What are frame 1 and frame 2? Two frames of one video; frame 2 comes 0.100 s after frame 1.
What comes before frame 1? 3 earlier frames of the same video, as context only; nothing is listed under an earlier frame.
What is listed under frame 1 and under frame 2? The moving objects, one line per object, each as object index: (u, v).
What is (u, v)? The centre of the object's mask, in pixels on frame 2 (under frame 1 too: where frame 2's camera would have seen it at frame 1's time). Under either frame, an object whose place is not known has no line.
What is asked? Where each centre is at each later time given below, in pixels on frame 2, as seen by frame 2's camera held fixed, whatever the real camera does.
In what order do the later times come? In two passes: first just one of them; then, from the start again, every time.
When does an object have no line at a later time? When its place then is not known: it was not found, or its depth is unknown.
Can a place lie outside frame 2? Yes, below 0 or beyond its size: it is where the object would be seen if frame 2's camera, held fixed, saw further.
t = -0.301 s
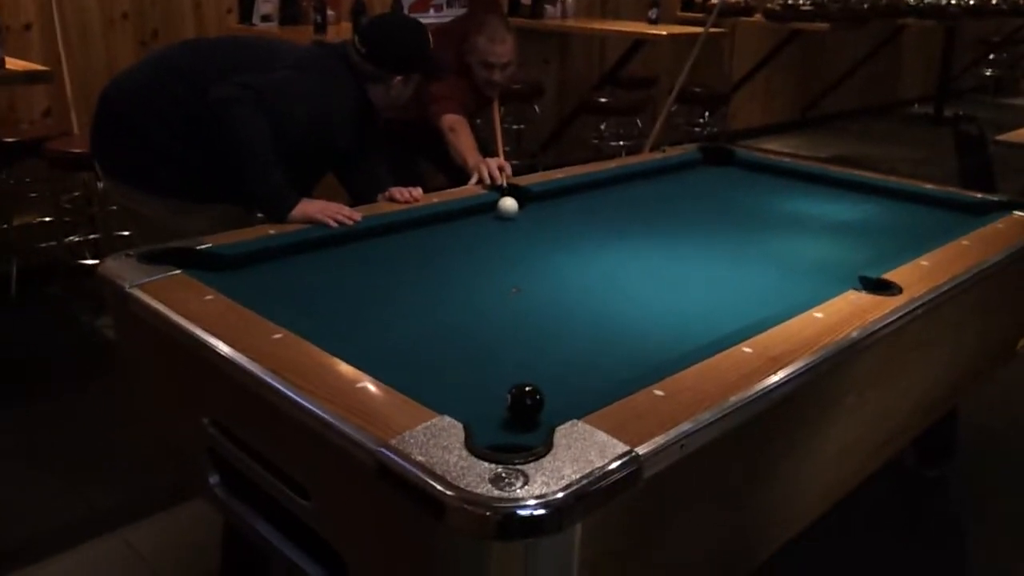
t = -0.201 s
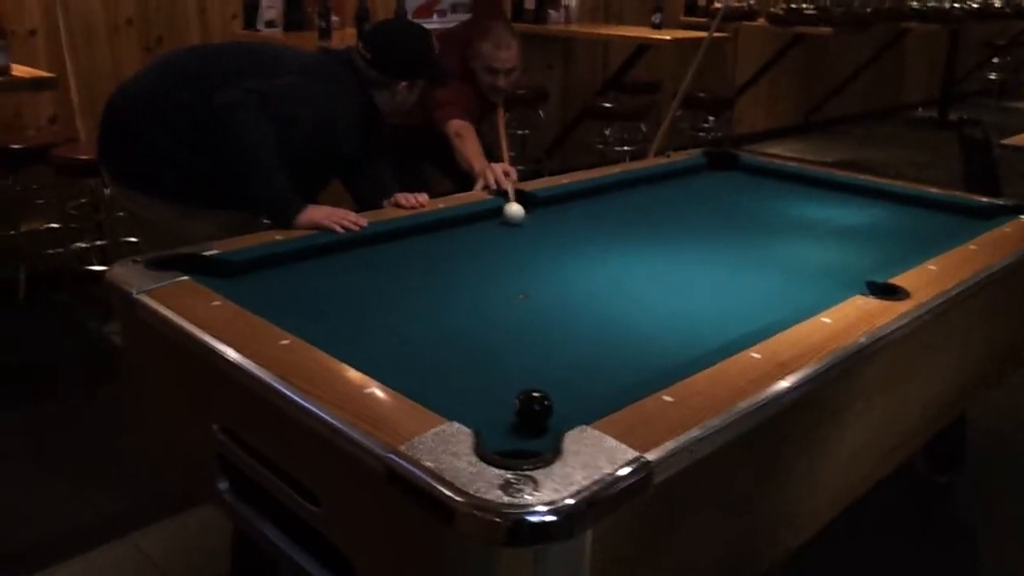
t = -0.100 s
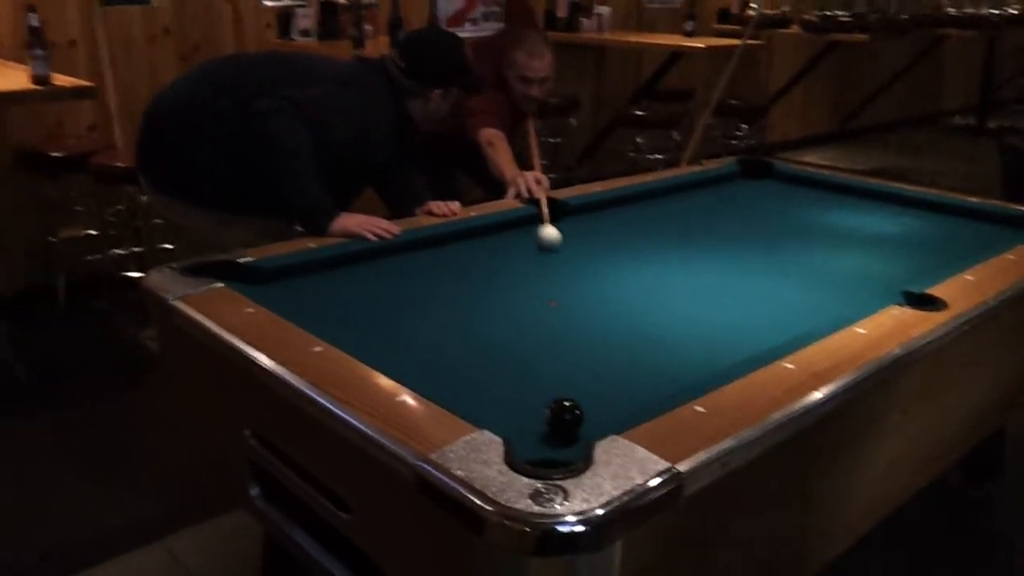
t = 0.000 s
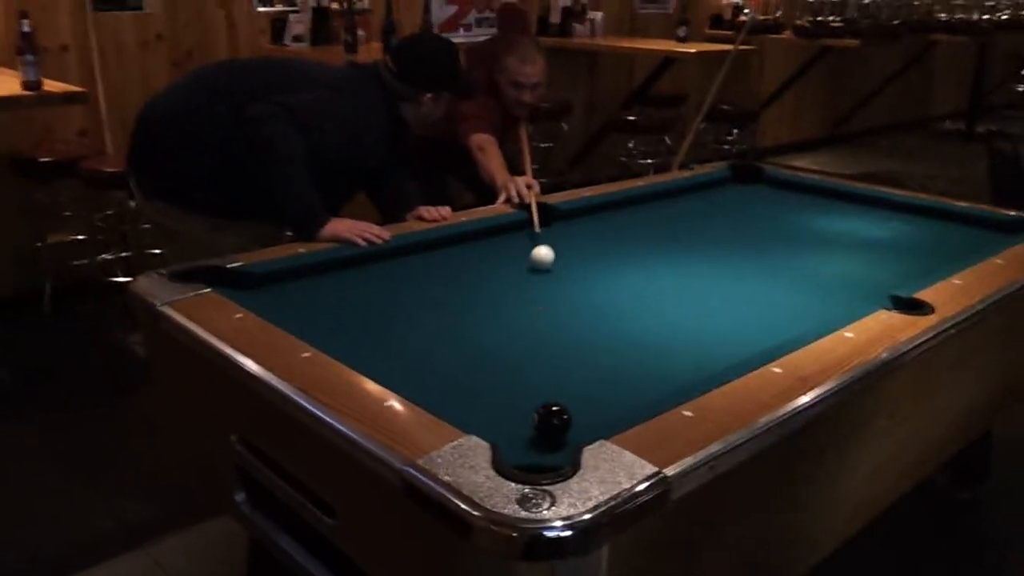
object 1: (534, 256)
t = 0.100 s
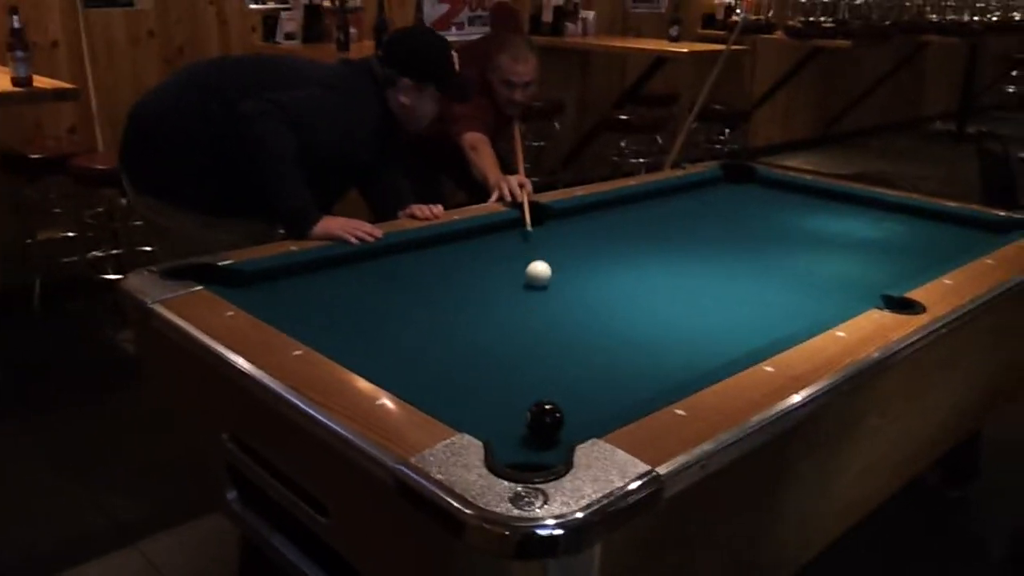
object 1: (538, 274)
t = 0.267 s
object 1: (546, 307)
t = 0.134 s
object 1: (539, 279)
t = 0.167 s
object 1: (541, 285)
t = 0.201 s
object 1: (543, 293)
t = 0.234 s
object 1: (544, 300)
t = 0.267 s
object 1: (546, 307)
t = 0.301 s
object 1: (548, 314)
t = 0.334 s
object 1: (550, 322)
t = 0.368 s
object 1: (551, 331)
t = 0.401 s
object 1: (553, 341)
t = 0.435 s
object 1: (555, 349)
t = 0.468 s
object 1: (558, 359)
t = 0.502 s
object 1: (561, 370)
